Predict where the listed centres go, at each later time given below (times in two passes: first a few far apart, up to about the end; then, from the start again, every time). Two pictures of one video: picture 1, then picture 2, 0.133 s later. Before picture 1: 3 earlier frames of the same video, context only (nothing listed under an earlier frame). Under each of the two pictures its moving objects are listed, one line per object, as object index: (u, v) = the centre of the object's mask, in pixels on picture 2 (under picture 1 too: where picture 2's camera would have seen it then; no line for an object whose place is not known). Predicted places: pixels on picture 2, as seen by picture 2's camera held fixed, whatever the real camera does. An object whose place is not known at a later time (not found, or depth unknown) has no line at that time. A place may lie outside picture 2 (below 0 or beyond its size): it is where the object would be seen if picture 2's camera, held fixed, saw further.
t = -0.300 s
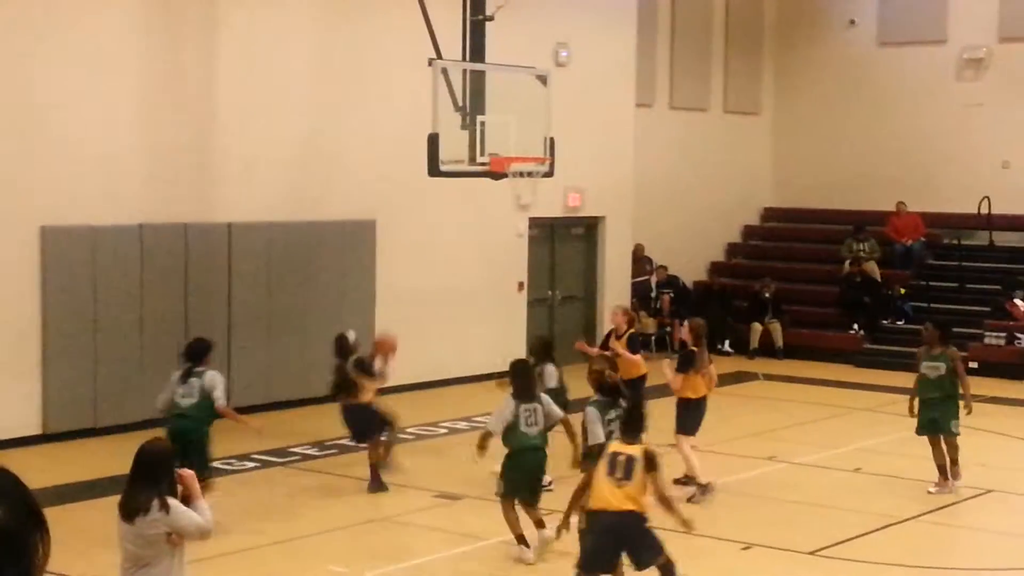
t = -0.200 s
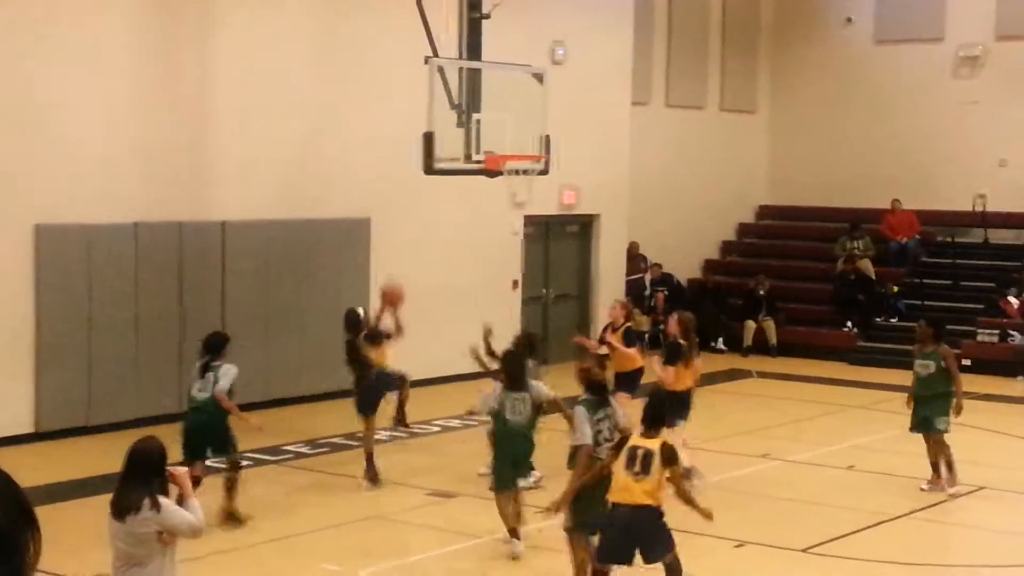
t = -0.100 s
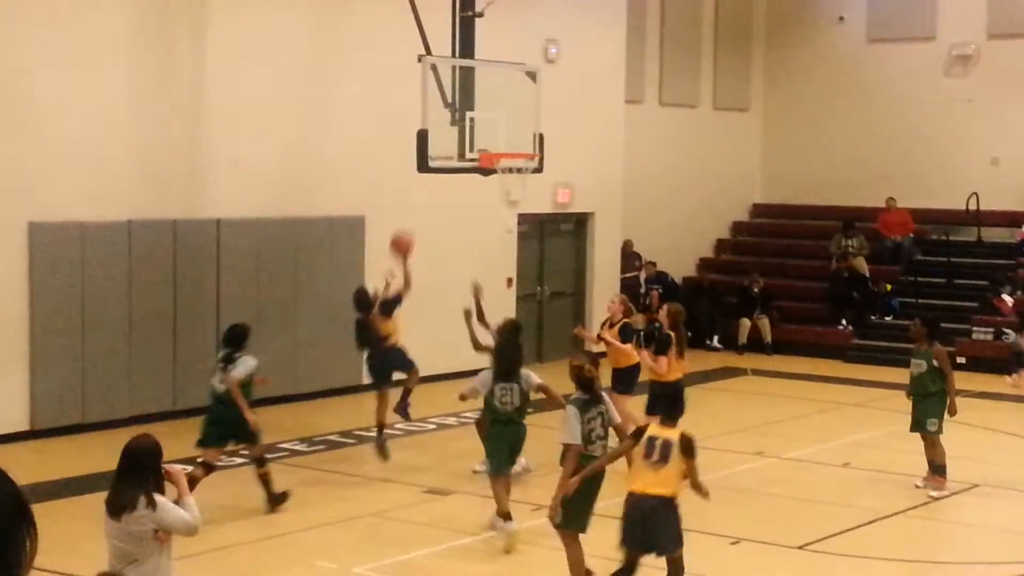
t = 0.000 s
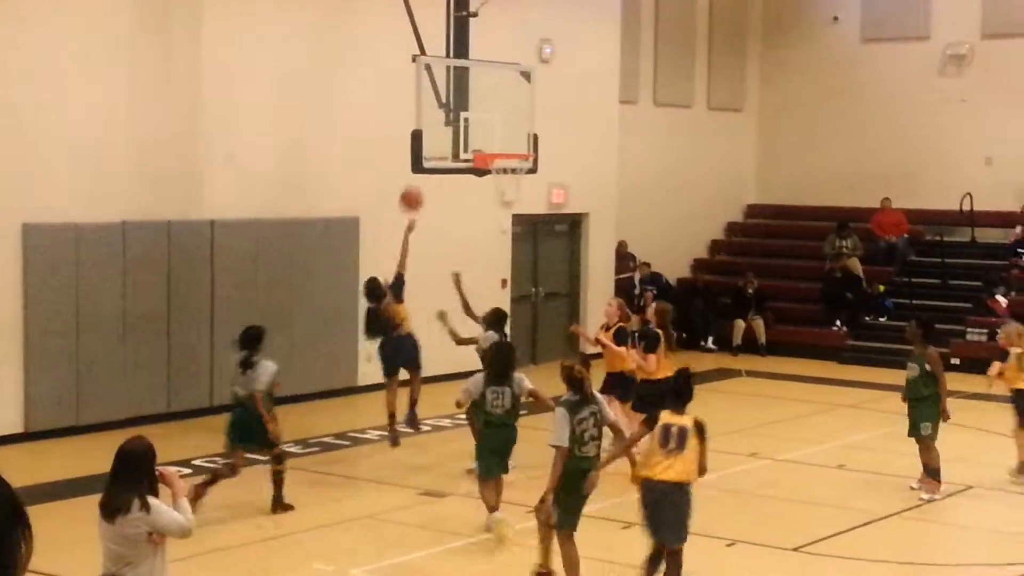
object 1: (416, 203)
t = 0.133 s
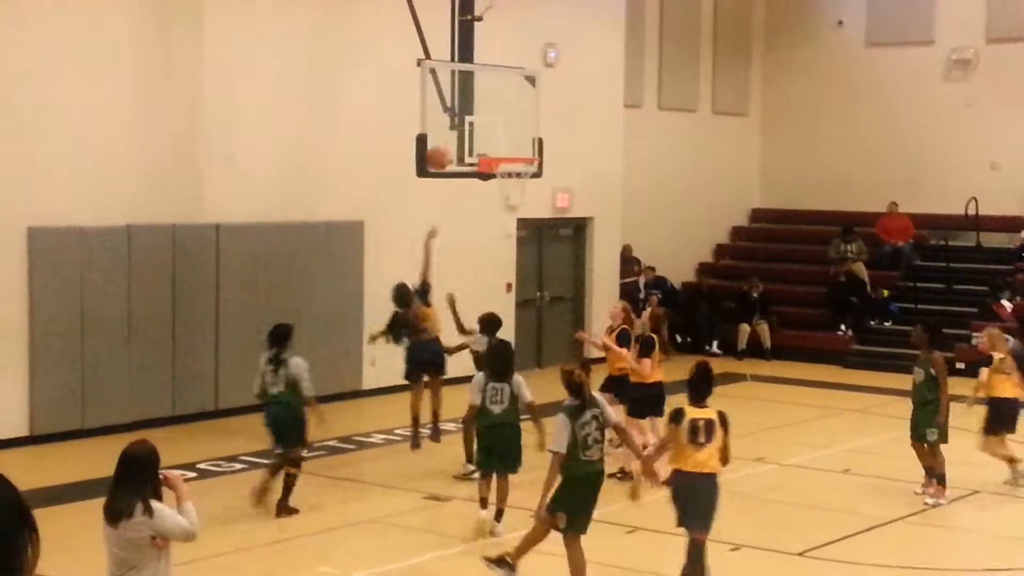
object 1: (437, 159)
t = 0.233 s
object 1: (452, 138)
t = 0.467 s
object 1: (486, 130)
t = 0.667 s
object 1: (504, 134)
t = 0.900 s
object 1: (510, 133)
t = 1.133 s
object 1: (519, 174)
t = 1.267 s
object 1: (521, 209)
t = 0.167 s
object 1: (442, 151)
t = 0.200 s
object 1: (446, 144)
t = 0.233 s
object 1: (452, 138)
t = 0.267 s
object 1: (457, 134)
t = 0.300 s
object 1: (459, 131)
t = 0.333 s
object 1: (466, 127)
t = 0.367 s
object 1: (470, 127)
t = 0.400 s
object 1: (476, 127)
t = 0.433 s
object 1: (481, 128)
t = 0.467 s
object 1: (486, 130)
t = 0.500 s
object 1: (490, 133)
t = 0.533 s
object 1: (494, 137)
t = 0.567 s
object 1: (499, 143)
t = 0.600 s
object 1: (502, 144)
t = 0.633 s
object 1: (503, 139)
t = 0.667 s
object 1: (504, 134)
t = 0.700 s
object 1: (505, 131)
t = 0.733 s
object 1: (506, 129)
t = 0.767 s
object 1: (507, 127)
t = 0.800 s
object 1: (508, 127)
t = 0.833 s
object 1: (509, 128)
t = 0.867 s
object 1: (509, 130)
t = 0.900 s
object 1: (510, 133)
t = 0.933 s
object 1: (510, 138)
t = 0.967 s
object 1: (511, 143)
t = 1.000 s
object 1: (512, 148)
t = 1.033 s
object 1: (513, 153)
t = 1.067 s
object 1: (514, 160)
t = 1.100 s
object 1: (516, 166)
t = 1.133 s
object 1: (519, 174)
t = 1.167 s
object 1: (519, 182)
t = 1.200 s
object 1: (520, 189)
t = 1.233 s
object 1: (520, 200)
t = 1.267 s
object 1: (521, 209)
